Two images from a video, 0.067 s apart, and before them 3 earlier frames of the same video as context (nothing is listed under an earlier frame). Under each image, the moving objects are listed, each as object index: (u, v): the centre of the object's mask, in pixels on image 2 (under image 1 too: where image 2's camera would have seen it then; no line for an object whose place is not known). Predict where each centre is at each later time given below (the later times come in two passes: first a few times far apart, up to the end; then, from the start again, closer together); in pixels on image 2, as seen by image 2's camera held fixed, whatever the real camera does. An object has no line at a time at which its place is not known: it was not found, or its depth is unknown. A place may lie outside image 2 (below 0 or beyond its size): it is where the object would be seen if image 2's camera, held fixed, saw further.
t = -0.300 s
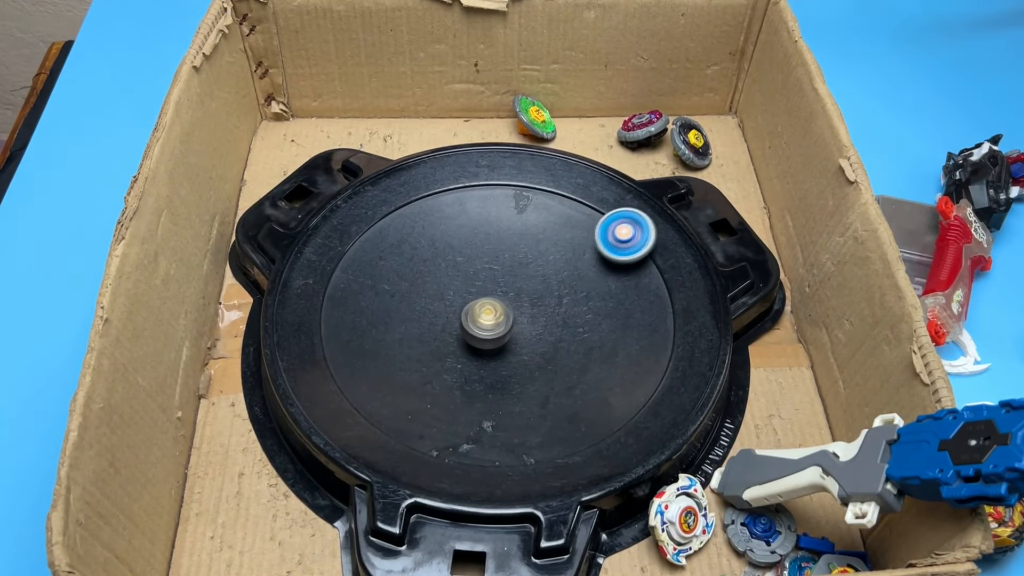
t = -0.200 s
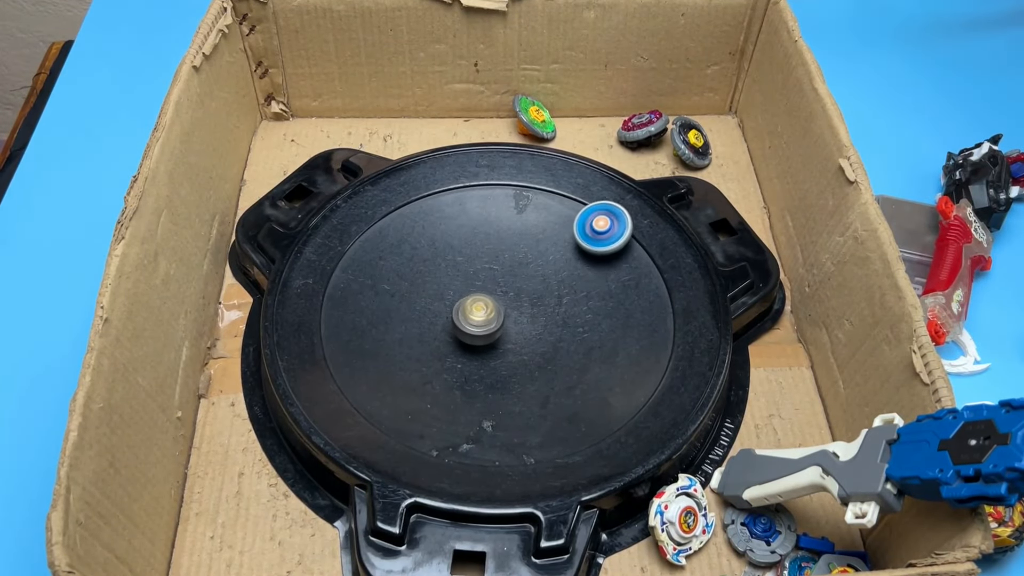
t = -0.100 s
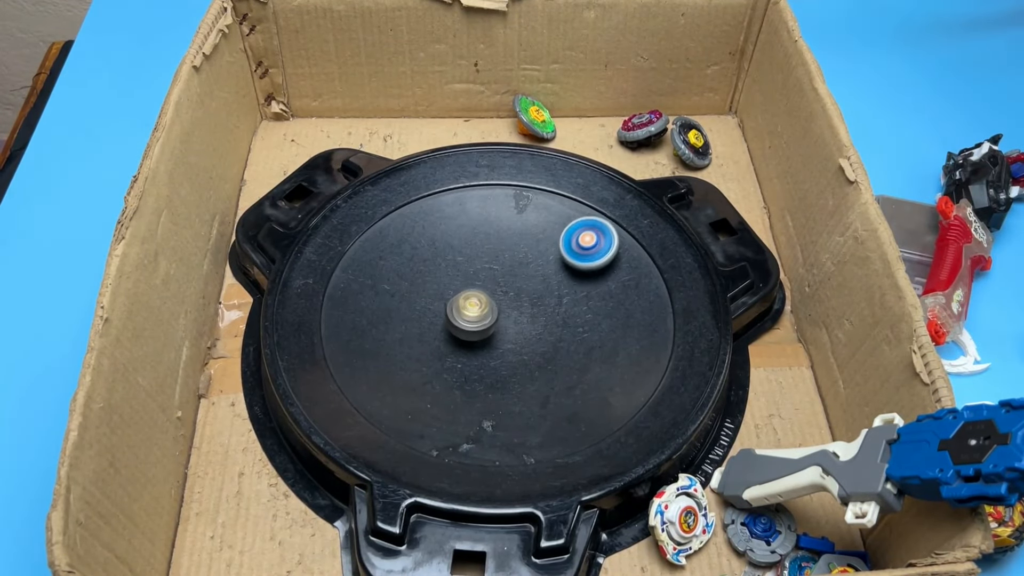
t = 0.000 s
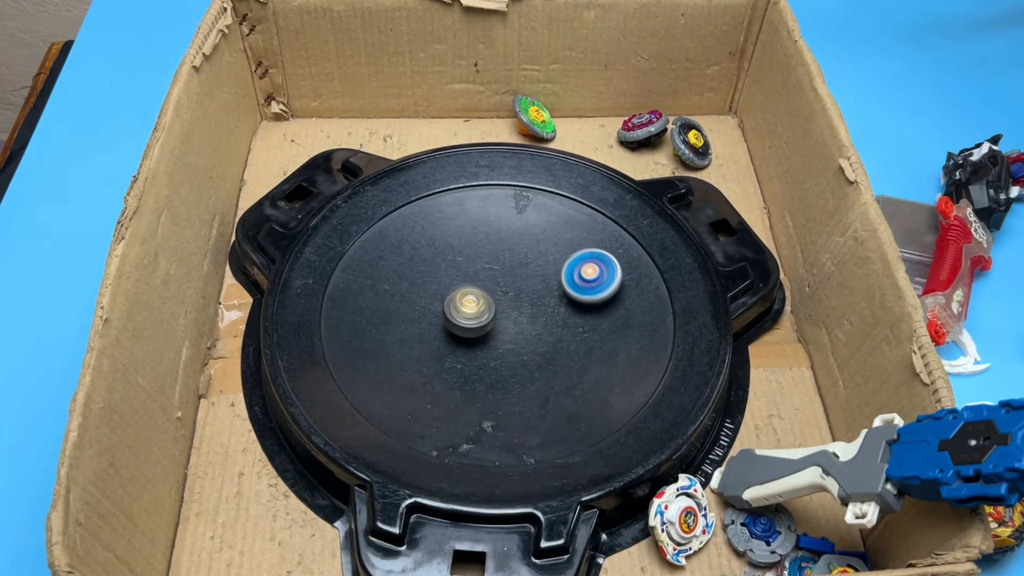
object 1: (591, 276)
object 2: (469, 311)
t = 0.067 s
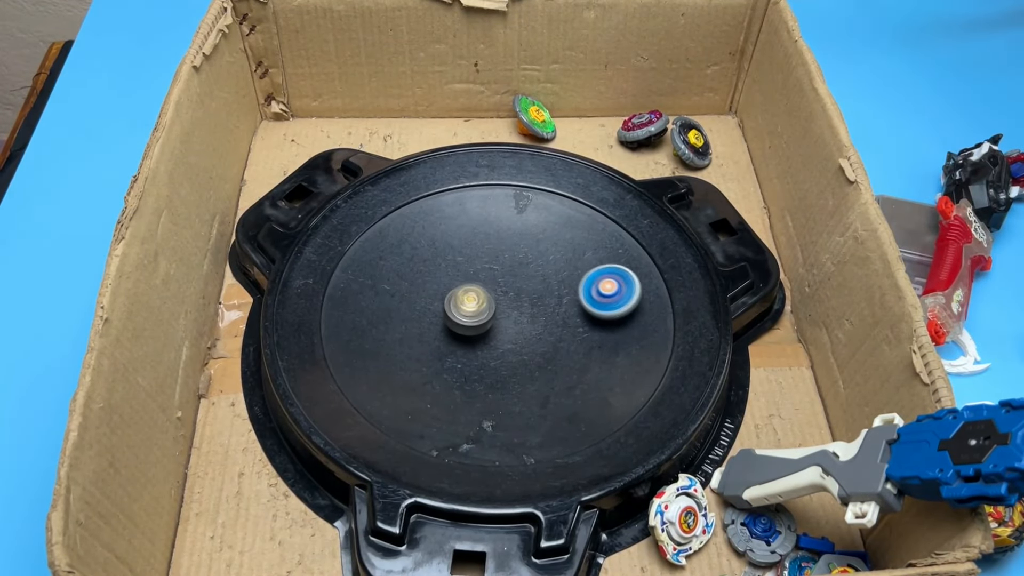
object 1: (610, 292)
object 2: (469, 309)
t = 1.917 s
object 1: (576, 380)
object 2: (437, 320)
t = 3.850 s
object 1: (483, 357)
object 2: (502, 275)
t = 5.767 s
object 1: (410, 302)
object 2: (545, 329)
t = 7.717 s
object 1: (499, 249)
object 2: (509, 331)
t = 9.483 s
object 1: (540, 345)
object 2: (493, 307)
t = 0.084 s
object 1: (616, 294)
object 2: (469, 309)
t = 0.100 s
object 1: (622, 295)
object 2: (469, 308)
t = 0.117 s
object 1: (628, 296)
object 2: (470, 308)
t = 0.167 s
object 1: (646, 290)
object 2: (472, 306)
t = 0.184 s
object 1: (651, 287)
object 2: (472, 306)
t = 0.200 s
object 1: (655, 283)
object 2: (474, 305)
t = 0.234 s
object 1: (658, 275)
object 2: (476, 304)
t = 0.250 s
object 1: (657, 271)
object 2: (477, 303)
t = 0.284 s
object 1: (650, 264)
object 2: (479, 301)
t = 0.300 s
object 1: (645, 261)
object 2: (480, 301)
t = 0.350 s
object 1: (622, 262)
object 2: (484, 298)
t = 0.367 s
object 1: (613, 265)
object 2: (485, 299)
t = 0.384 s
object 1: (603, 270)
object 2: (487, 298)
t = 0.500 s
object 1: (556, 324)
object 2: (495, 293)
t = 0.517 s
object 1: (553, 334)
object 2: (496, 293)
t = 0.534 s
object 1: (552, 343)
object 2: (497, 292)
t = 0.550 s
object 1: (553, 353)
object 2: (498, 292)
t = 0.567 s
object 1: (554, 362)
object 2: (499, 291)
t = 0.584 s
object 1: (558, 371)
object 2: (499, 290)
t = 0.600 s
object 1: (563, 380)
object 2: (500, 290)
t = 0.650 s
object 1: (587, 400)
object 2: (504, 289)
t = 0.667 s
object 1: (598, 405)
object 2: (504, 289)
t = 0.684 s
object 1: (609, 408)
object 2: (506, 289)
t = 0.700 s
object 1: (618, 403)
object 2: (508, 289)
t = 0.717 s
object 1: (621, 390)
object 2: (509, 289)
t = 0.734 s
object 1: (624, 380)
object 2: (510, 289)
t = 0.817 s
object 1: (632, 344)
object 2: (517, 287)
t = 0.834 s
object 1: (632, 337)
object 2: (518, 287)
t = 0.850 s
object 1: (631, 333)
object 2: (519, 288)
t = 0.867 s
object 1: (627, 330)
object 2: (519, 288)
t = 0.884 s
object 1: (622, 327)
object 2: (520, 289)
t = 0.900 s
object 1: (616, 325)
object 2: (521, 289)
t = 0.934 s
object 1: (603, 324)
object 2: (522, 290)
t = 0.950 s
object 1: (595, 325)
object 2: (523, 290)
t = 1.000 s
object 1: (568, 331)
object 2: (525, 292)
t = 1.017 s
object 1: (557, 336)
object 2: (526, 292)
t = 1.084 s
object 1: (524, 359)
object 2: (527, 296)
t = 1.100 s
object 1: (518, 366)
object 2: (528, 297)
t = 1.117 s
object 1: (513, 374)
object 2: (528, 297)
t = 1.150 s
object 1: (508, 390)
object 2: (529, 300)
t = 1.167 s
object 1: (507, 398)
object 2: (529, 301)
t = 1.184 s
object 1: (509, 406)
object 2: (529, 302)
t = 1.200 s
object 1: (512, 414)
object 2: (530, 303)
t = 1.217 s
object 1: (517, 421)
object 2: (531, 305)
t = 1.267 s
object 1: (543, 438)
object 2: (531, 307)
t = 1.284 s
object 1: (555, 436)
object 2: (532, 309)
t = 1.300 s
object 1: (566, 425)
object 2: (533, 310)
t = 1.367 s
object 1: (601, 390)
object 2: (535, 314)
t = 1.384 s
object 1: (605, 383)
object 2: (536, 316)
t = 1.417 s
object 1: (603, 366)
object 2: (535, 318)
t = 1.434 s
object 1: (599, 359)
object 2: (536, 319)
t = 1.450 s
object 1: (593, 352)
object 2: (536, 320)
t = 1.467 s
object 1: (588, 347)
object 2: (534, 320)
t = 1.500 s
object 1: (593, 346)
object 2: (523, 314)
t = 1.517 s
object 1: (592, 346)
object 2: (518, 312)
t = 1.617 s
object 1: (555, 337)
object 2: (499, 312)
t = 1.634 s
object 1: (549, 339)
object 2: (496, 312)
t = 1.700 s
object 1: (543, 361)
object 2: (471, 309)
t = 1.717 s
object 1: (541, 367)
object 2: (466, 308)
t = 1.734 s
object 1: (541, 373)
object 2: (462, 310)
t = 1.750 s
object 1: (541, 378)
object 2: (458, 310)
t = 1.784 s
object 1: (547, 385)
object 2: (451, 312)
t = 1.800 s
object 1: (550, 388)
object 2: (449, 313)
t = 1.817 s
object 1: (555, 389)
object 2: (447, 314)
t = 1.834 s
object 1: (561, 391)
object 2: (445, 316)
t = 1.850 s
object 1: (566, 390)
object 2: (442, 317)
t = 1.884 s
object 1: (574, 387)
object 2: (439, 319)
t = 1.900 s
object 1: (576, 384)
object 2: (438, 319)
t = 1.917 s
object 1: (576, 380)
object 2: (437, 320)
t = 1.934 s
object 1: (575, 375)
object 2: (436, 320)
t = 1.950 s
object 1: (572, 371)
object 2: (436, 322)
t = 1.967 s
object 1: (568, 366)
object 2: (436, 322)
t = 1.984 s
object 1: (563, 362)
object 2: (436, 323)
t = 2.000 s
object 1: (556, 358)
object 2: (436, 323)
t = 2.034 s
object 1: (540, 352)
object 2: (440, 325)
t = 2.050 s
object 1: (533, 351)
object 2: (441, 324)
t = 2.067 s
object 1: (525, 350)
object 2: (443, 325)
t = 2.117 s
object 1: (503, 352)
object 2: (451, 323)
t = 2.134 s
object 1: (506, 360)
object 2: (450, 320)
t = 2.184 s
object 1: (516, 379)
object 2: (448, 310)
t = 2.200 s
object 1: (520, 383)
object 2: (448, 308)
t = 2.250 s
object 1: (539, 389)
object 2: (448, 302)
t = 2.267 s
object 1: (547, 389)
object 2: (449, 300)
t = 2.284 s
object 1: (554, 387)
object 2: (449, 299)
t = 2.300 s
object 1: (560, 385)
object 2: (449, 297)
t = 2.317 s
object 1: (564, 381)
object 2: (450, 295)
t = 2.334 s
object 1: (566, 376)
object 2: (450, 294)
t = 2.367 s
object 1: (565, 366)
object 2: (452, 290)
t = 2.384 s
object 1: (563, 360)
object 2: (453, 289)
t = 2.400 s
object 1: (559, 354)
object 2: (454, 287)
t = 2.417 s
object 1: (554, 348)
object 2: (455, 285)
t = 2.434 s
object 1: (549, 343)
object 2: (457, 284)
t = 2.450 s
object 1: (542, 339)
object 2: (459, 283)
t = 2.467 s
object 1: (535, 335)
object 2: (460, 281)
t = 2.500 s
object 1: (519, 331)
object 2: (463, 280)
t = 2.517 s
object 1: (511, 331)
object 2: (465, 278)
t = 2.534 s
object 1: (502, 331)
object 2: (467, 277)
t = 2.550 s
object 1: (493, 332)
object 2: (469, 277)
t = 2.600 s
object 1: (465, 341)
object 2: (475, 274)
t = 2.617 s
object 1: (458, 345)
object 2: (477, 275)
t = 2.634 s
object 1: (452, 351)
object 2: (480, 274)
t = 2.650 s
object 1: (447, 357)
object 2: (483, 273)
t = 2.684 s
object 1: (442, 371)
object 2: (488, 273)
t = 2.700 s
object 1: (442, 378)
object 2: (490, 272)
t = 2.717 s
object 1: (444, 385)
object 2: (493, 272)
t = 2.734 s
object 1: (448, 392)
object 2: (496, 272)
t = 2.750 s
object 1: (454, 397)
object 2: (498, 272)
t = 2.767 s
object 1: (462, 402)
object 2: (501, 272)
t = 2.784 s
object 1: (471, 405)
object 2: (504, 272)
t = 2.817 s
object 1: (491, 406)
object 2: (509, 272)
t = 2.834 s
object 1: (500, 403)
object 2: (512, 273)
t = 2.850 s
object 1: (510, 400)
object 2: (514, 273)
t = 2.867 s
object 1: (520, 396)
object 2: (516, 273)
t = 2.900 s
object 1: (535, 383)
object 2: (522, 274)
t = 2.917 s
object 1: (540, 375)
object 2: (524, 274)
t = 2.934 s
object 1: (542, 367)
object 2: (527, 275)
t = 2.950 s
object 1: (543, 359)
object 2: (529, 276)
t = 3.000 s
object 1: (535, 334)
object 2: (536, 277)
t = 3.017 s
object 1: (530, 326)
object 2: (538, 277)
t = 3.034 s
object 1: (519, 328)
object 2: (542, 271)
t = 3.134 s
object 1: (455, 350)
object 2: (557, 251)
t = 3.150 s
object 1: (447, 355)
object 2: (557, 251)
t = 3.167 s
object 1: (441, 360)
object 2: (556, 250)
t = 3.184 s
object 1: (437, 365)
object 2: (555, 250)
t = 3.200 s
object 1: (434, 371)
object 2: (554, 249)
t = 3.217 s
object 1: (432, 377)
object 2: (553, 249)
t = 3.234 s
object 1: (433, 384)
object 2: (552, 249)
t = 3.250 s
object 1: (434, 390)
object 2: (550, 250)
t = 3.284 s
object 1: (443, 403)
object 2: (548, 250)
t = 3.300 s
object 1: (450, 408)
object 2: (546, 253)
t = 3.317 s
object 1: (459, 412)
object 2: (545, 255)
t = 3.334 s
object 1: (469, 415)
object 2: (544, 256)
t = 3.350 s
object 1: (480, 416)
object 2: (542, 259)
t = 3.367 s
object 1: (491, 415)
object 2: (542, 262)
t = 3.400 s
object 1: (510, 410)
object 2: (539, 268)
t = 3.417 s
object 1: (519, 404)
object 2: (539, 271)
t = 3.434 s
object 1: (527, 397)
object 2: (539, 274)
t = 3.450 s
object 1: (534, 389)
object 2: (537, 278)
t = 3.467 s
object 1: (539, 379)
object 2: (538, 281)
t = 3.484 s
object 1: (542, 369)
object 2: (538, 284)
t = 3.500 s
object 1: (544, 359)
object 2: (537, 288)
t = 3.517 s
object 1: (543, 348)
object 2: (538, 291)
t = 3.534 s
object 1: (541, 345)
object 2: (537, 291)
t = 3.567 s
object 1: (533, 361)
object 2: (538, 275)
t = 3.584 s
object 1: (528, 368)
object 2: (538, 269)
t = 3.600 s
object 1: (524, 372)
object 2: (538, 264)
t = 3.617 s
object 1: (521, 375)
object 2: (538, 260)
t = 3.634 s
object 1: (518, 376)
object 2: (537, 257)
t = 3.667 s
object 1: (514, 376)
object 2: (534, 254)
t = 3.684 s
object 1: (512, 375)
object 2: (532, 256)
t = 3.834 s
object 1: (487, 359)
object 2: (504, 272)
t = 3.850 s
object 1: (483, 357)
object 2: (502, 275)
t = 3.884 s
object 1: (473, 355)
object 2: (497, 279)
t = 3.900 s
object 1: (468, 354)
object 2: (496, 282)
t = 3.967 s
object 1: (451, 355)
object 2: (489, 293)
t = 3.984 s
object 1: (448, 356)
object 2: (489, 296)
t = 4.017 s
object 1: (443, 360)
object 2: (487, 301)
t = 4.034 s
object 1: (442, 362)
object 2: (487, 304)
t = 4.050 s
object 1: (441, 365)
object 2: (486, 307)
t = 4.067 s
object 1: (441, 367)
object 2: (486, 310)
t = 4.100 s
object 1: (442, 371)
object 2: (486, 315)
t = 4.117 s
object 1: (444, 372)
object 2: (487, 317)
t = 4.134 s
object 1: (446, 373)
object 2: (488, 319)
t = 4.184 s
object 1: (458, 373)
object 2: (490, 325)
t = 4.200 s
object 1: (462, 371)
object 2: (491, 326)
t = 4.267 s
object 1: (464, 383)
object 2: (504, 322)
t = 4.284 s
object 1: (466, 384)
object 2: (506, 322)
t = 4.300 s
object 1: (469, 383)
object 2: (507, 322)
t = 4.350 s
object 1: (482, 378)
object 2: (512, 319)
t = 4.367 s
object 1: (486, 375)
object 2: (512, 317)
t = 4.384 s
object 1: (489, 371)
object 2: (513, 316)
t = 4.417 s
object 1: (494, 363)
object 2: (515, 313)
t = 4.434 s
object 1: (495, 358)
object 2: (516, 312)
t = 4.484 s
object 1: (475, 367)
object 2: (527, 294)
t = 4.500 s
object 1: (470, 369)
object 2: (529, 290)
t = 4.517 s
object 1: (466, 371)
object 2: (529, 286)
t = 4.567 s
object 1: (458, 375)
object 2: (530, 279)
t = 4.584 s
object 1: (458, 376)
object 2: (530, 277)
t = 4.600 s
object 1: (458, 378)
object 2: (528, 275)
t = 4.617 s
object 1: (459, 379)
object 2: (527, 274)
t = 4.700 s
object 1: (471, 379)
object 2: (523, 268)
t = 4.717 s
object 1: (474, 378)
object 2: (523, 267)
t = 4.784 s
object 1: (481, 366)
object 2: (523, 265)
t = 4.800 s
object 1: (482, 363)
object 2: (523, 264)
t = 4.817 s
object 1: (482, 359)
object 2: (523, 264)
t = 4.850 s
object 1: (481, 350)
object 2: (524, 264)
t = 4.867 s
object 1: (479, 345)
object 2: (526, 266)
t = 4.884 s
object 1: (476, 340)
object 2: (526, 267)
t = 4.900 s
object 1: (473, 336)
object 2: (527, 268)
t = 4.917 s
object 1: (469, 331)
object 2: (527, 269)
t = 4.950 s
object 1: (460, 323)
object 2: (528, 271)
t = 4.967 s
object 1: (454, 319)
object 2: (528, 273)
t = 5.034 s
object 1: (431, 310)
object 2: (529, 280)
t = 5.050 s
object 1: (425, 309)
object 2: (529, 280)
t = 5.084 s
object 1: (414, 311)
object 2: (530, 284)
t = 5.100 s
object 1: (409, 313)
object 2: (529, 286)
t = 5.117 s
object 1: (405, 316)
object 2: (531, 288)
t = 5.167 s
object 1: (398, 325)
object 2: (531, 296)
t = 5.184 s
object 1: (398, 328)
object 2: (530, 298)
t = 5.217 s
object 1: (403, 336)
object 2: (530, 302)
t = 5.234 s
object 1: (407, 340)
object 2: (531, 304)
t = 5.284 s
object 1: (426, 348)
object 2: (531, 310)
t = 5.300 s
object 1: (433, 350)
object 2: (531, 312)
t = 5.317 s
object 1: (441, 350)
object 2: (532, 314)
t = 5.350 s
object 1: (458, 348)
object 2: (532, 318)
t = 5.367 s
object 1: (465, 345)
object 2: (532, 319)
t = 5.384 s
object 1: (473, 341)
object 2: (532, 321)
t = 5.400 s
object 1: (475, 337)
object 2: (536, 321)
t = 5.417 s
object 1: (472, 333)
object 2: (540, 322)
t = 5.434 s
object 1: (470, 328)
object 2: (545, 322)
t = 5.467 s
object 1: (467, 319)
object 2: (549, 324)
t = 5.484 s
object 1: (465, 314)
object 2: (551, 325)
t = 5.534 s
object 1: (455, 301)
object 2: (553, 327)
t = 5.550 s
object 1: (452, 297)
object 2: (555, 327)
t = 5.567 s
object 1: (448, 294)
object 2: (555, 328)
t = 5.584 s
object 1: (444, 291)
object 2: (555, 328)
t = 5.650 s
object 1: (428, 287)
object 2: (554, 328)
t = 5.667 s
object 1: (424, 287)
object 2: (554, 328)
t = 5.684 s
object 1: (420, 289)
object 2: (553, 329)
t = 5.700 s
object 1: (416, 290)
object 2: (551, 329)
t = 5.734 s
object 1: (411, 296)
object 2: (548, 328)
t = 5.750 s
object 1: (410, 299)
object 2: (547, 328)
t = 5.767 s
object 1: (410, 302)
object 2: (545, 329)
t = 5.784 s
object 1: (411, 305)
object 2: (545, 328)
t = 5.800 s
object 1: (413, 309)
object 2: (542, 329)
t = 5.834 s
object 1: (422, 316)
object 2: (537, 329)
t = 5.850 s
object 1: (428, 318)
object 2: (535, 329)
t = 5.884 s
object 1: (442, 322)
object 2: (531, 328)
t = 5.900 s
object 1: (449, 323)
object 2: (530, 328)
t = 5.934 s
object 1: (466, 321)
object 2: (526, 329)
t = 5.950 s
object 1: (466, 316)
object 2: (528, 331)
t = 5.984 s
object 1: (462, 305)
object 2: (533, 334)
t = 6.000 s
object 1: (460, 300)
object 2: (533, 334)
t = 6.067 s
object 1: (451, 283)
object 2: (535, 332)
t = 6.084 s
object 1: (448, 279)
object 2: (535, 332)
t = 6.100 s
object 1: (445, 276)
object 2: (534, 331)
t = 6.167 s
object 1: (431, 270)
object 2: (531, 327)
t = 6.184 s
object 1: (427, 271)
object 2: (530, 325)
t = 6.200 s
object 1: (424, 272)
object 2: (529, 324)
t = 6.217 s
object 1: (421, 274)
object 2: (527, 324)
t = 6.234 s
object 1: (420, 276)
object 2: (527, 323)
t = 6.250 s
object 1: (419, 279)
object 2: (524, 322)
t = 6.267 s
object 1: (418, 282)
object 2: (523, 321)
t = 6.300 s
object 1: (421, 288)
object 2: (519, 320)
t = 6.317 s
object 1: (423, 291)
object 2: (517, 320)
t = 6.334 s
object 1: (427, 294)
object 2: (515, 319)
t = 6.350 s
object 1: (431, 297)
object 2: (513, 318)
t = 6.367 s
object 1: (436, 300)
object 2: (511, 318)
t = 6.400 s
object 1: (448, 303)
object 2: (507, 318)
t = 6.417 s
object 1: (451, 303)
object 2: (509, 318)
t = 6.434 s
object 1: (448, 299)
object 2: (512, 320)
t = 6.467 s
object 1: (445, 294)
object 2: (517, 322)
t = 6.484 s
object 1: (444, 292)
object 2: (519, 322)
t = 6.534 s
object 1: (445, 289)
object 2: (522, 321)
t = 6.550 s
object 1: (446, 288)
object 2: (523, 321)
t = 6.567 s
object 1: (447, 288)
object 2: (523, 320)
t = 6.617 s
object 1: (450, 287)
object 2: (526, 317)
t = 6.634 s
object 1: (452, 287)
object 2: (527, 317)
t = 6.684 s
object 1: (457, 286)
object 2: (526, 314)
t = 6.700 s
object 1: (459, 286)
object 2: (527, 313)
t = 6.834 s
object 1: (475, 281)
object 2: (521, 310)
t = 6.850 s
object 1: (477, 280)
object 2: (520, 310)
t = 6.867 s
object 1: (475, 274)
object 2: (521, 312)
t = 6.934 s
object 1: (466, 256)
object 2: (527, 320)
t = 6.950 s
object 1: (464, 254)
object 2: (527, 320)
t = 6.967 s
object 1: (462, 252)
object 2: (528, 320)
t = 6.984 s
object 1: (459, 250)
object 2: (529, 320)
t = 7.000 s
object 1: (456, 249)
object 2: (529, 321)
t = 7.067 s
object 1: (446, 252)
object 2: (533, 324)
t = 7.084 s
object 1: (444, 254)
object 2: (533, 324)
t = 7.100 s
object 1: (444, 256)
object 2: (534, 325)
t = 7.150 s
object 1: (446, 265)
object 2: (535, 326)
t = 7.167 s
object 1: (447, 268)
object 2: (535, 326)
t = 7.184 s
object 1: (450, 272)
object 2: (535, 326)
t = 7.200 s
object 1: (453, 275)
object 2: (535, 327)
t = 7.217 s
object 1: (456, 279)
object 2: (535, 327)
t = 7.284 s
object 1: (477, 290)
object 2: (534, 328)
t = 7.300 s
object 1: (483, 292)
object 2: (533, 328)
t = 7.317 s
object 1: (490, 293)
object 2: (532, 327)
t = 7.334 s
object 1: (496, 293)
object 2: (531, 329)
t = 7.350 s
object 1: (502, 291)
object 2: (531, 330)
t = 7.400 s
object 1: (516, 280)
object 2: (529, 332)
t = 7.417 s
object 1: (521, 277)
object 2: (529, 333)
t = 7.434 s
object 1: (524, 273)
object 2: (529, 334)
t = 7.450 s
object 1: (527, 268)
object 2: (528, 334)
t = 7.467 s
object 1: (529, 264)
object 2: (528, 334)
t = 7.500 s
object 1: (531, 255)
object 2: (527, 335)
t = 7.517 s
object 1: (530, 251)
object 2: (525, 335)
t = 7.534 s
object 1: (529, 248)
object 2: (525, 335)
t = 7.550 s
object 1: (528, 244)
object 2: (523, 335)
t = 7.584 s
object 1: (523, 239)
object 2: (521, 335)
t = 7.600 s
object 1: (521, 238)
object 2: (520, 335)
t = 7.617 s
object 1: (518, 237)
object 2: (518, 334)
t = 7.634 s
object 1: (515, 238)
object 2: (518, 334)
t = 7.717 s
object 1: (499, 249)
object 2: (509, 331)
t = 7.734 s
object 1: (498, 254)
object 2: (507, 331)
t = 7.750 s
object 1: (496, 258)
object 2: (506, 330)
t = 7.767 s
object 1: (495, 263)
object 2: (504, 330)
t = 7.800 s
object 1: (497, 274)
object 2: (501, 328)
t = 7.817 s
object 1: (498, 279)
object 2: (500, 328)
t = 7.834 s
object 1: (501, 283)
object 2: (499, 328)
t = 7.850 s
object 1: (505, 284)
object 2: (497, 330)
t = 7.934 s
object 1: (530, 285)
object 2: (491, 333)
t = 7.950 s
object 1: (534, 285)
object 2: (491, 334)
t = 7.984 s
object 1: (544, 282)
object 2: (489, 335)
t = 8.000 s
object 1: (548, 281)
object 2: (488, 335)
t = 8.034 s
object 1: (554, 277)
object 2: (487, 336)
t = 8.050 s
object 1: (557, 274)
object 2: (488, 335)
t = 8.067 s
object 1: (559, 272)
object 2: (488, 336)
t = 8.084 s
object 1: (561, 269)
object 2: (487, 335)
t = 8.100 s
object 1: (562, 267)
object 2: (488, 336)
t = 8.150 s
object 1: (560, 264)
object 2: (487, 334)
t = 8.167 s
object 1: (558, 263)
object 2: (488, 334)
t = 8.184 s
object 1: (556, 262)
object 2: (487, 333)
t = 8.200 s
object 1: (554, 262)
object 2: (488, 332)
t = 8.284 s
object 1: (540, 267)
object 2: (488, 327)
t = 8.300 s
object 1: (538, 270)
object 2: (488, 326)
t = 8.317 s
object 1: (535, 273)
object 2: (490, 324)
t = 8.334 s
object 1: (532, 276)
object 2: (490, 322)
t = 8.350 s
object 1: (530, 280)
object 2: (491, 321)
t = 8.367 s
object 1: (529, 283)
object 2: (490, 320)
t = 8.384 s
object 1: (529, 287)
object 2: (490, 320)
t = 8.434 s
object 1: (542, 289)
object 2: (486, 320)
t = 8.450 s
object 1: (545, 290)
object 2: (483, 320)
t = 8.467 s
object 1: (549, 290)
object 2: (484, 320)
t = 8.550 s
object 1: (561, 291)
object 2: (482, 319)
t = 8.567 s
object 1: (562, 291)
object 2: (483, 319)
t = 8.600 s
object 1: (564, 291)
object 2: (483, 318)
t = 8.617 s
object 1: (564, 291)
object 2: (484, 318)
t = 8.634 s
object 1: (565, 291)
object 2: (483, 317)
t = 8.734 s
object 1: (563, 293)
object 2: (487, 314)
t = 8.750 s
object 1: (562, 293)
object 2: (486, 313)
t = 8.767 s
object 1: (560, 295)
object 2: (487, 312)
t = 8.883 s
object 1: (551, 308)
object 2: (493, 309)
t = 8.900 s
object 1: (557, 309)
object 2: (490, 308)
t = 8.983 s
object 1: (582, 316)
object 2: (482, 304)
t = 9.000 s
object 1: (586, 317)
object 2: (482, 304)
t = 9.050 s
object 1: (597, 316)
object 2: (480, 305)
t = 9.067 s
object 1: (599, 315)
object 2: (479, 304)
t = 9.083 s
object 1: (601, 315)
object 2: (479, 305)
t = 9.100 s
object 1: (603, 314)
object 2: (478, 305)
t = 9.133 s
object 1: (603, 313)
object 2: (478, 305)
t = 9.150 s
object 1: (603, 311)
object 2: (477, 305)
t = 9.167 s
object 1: (602, 311)
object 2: (478, 305)
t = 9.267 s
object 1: (585, 309)
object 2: (480, 306)
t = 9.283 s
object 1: (581, 310)
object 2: (482, 305)
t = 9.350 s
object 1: (562, 317)
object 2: (485, 306)
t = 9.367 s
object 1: (557, 319)
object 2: (487, 307)
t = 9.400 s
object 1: (548, 325)
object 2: (489, 307)
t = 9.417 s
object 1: (545, 328)
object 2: (491, 307)
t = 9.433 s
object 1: (544, 333)
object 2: (490, 307)
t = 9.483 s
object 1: (540, 345)
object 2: (493, 307)
